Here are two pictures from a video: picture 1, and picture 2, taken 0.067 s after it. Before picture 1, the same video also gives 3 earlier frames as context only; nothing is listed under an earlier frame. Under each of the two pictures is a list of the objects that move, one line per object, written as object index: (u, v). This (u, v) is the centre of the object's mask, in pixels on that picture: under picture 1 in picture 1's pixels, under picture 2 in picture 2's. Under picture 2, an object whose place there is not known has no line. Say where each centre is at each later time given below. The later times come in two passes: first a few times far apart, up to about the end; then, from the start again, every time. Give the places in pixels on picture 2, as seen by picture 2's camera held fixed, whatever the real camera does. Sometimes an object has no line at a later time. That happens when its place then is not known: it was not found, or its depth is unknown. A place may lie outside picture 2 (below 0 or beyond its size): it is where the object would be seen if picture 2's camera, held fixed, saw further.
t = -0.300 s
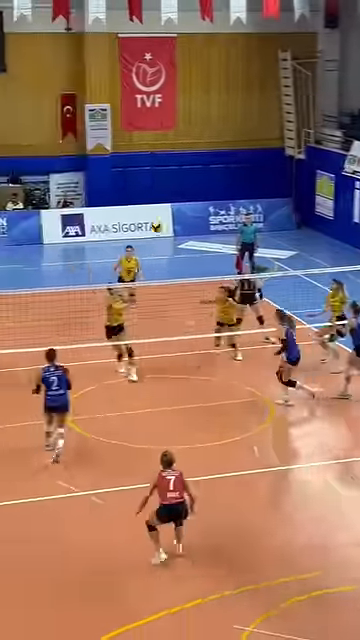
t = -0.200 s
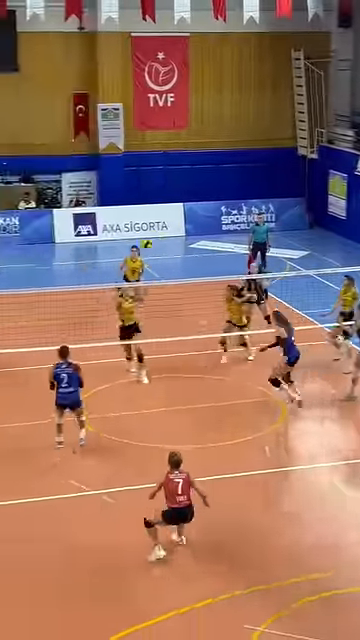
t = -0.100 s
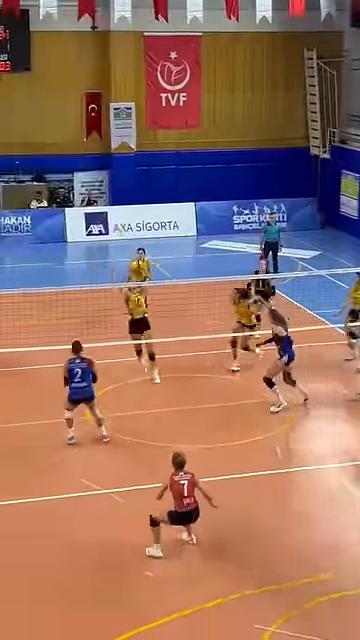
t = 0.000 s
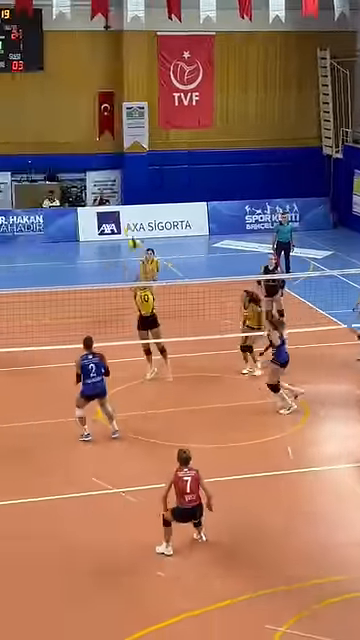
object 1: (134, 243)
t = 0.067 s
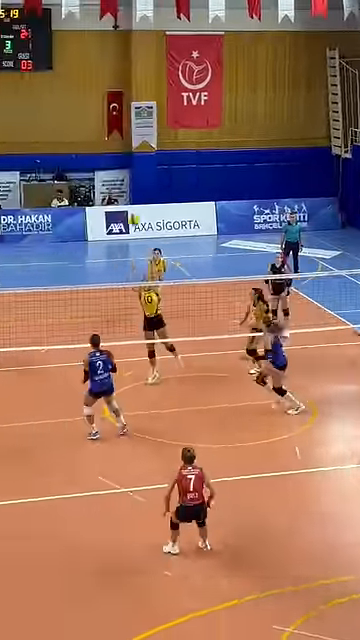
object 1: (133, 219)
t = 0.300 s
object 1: (104, 159)
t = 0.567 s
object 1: (71, 129)
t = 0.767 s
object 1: (48, 135)
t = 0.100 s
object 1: (128, 208)
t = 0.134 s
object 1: (125, 199)
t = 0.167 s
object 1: (121, 188)
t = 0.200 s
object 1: (116, 181)
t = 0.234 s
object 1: (112, 173)
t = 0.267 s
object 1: (109, 165)
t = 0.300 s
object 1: (104, 159)
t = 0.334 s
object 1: (100, 153)
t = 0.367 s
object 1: (96, 148)
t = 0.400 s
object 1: (92, 143)
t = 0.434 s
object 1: (88, 139)
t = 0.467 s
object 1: (84, 136)
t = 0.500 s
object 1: (79, 133)
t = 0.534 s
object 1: (74, 131)
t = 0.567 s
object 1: (71, 129)
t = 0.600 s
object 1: (67, 129)
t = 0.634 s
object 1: (63, 129)
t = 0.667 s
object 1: (60, 129)
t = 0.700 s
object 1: (56, 130)
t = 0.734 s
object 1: (51, 132)
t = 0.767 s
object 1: (48, 135)
